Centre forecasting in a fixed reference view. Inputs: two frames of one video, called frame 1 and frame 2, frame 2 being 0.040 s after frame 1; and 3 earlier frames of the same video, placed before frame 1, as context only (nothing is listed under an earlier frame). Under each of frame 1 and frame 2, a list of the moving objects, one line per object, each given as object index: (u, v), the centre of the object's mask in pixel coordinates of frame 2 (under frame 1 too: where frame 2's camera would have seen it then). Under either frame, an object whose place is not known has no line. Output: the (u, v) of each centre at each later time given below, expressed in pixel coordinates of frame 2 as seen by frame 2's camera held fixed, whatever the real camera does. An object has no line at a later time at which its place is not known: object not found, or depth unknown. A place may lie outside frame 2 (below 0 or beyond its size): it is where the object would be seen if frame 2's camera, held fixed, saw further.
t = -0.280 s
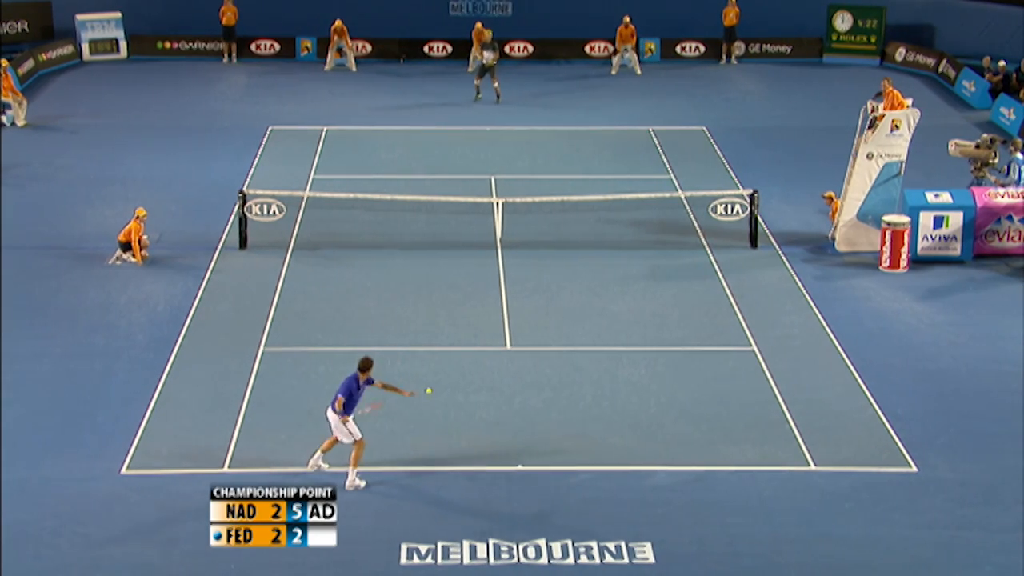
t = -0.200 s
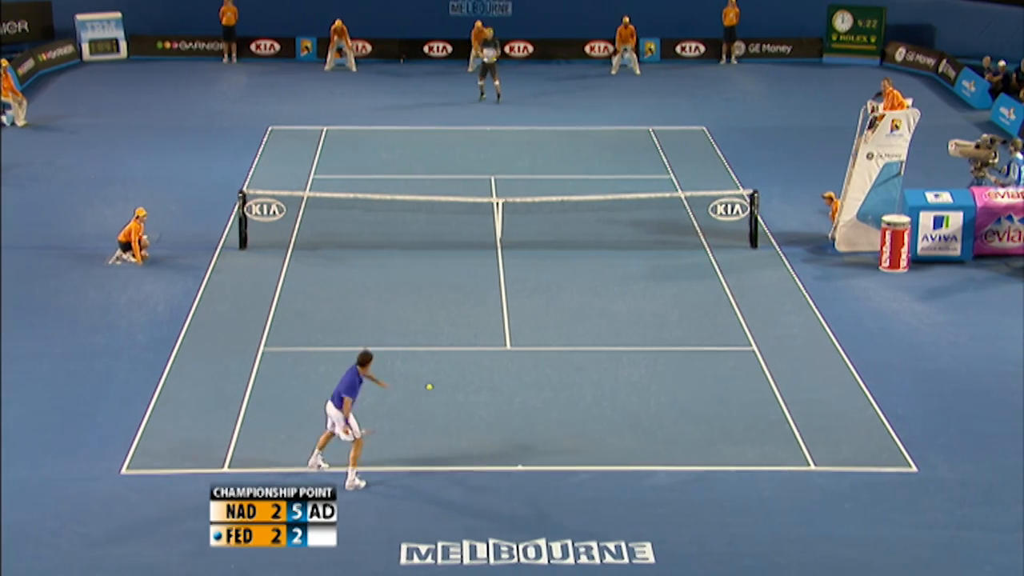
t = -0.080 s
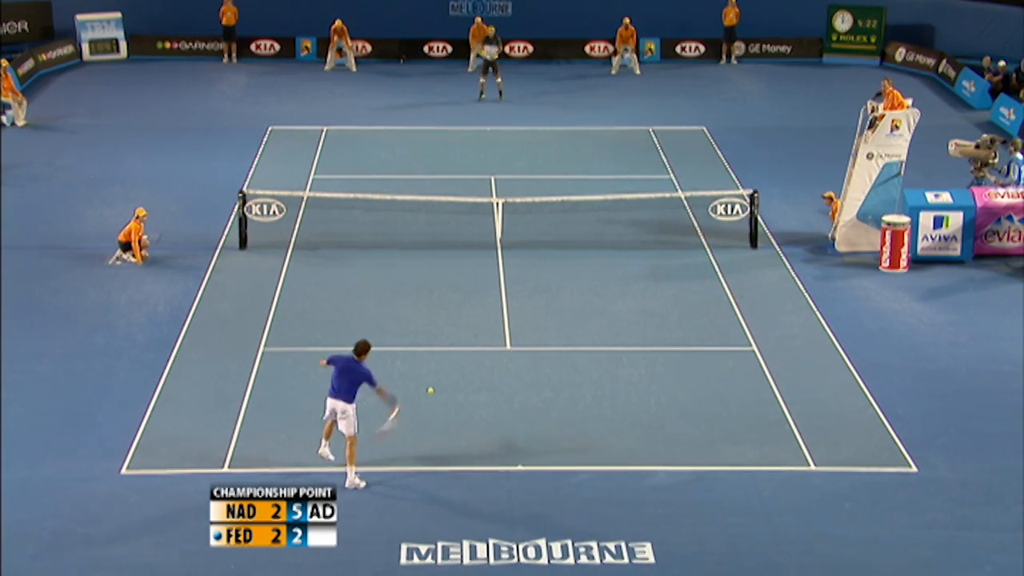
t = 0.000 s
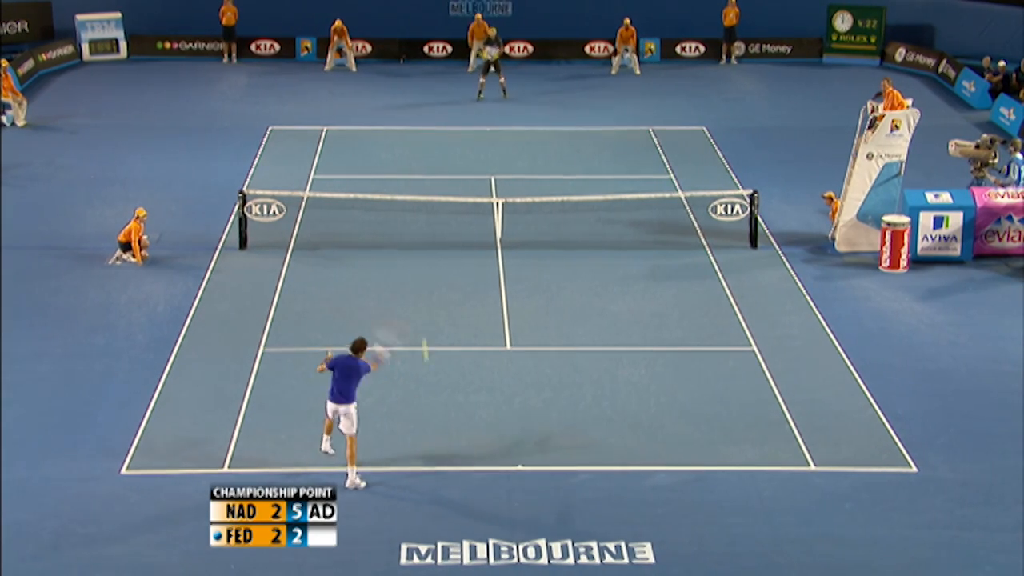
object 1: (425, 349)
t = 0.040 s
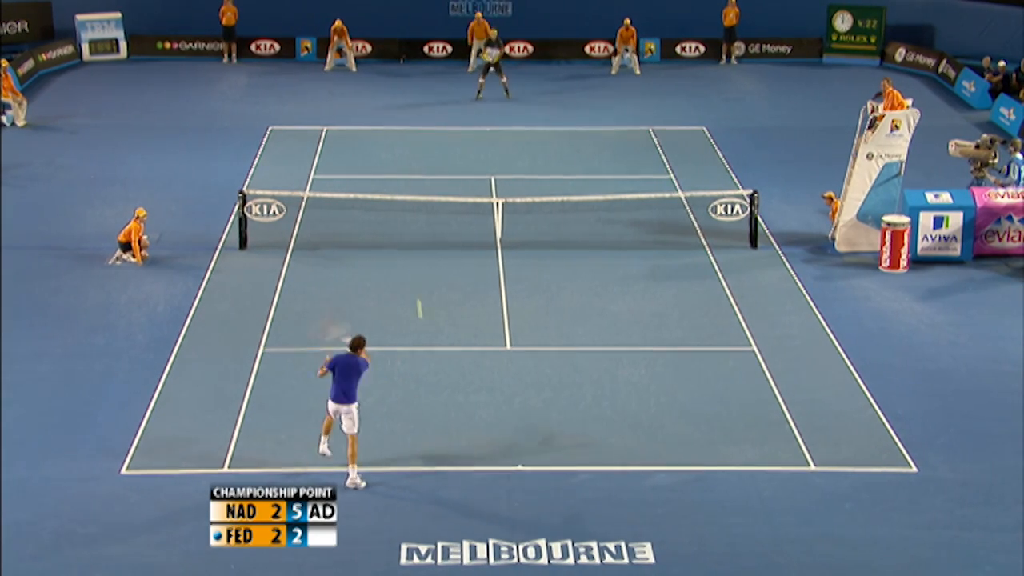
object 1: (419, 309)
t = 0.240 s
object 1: (396, 184)
